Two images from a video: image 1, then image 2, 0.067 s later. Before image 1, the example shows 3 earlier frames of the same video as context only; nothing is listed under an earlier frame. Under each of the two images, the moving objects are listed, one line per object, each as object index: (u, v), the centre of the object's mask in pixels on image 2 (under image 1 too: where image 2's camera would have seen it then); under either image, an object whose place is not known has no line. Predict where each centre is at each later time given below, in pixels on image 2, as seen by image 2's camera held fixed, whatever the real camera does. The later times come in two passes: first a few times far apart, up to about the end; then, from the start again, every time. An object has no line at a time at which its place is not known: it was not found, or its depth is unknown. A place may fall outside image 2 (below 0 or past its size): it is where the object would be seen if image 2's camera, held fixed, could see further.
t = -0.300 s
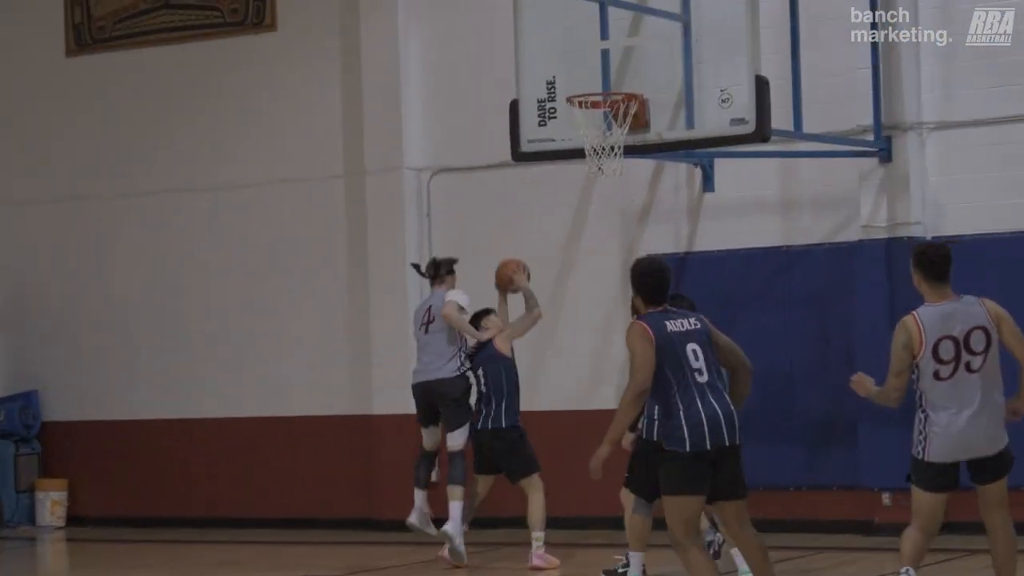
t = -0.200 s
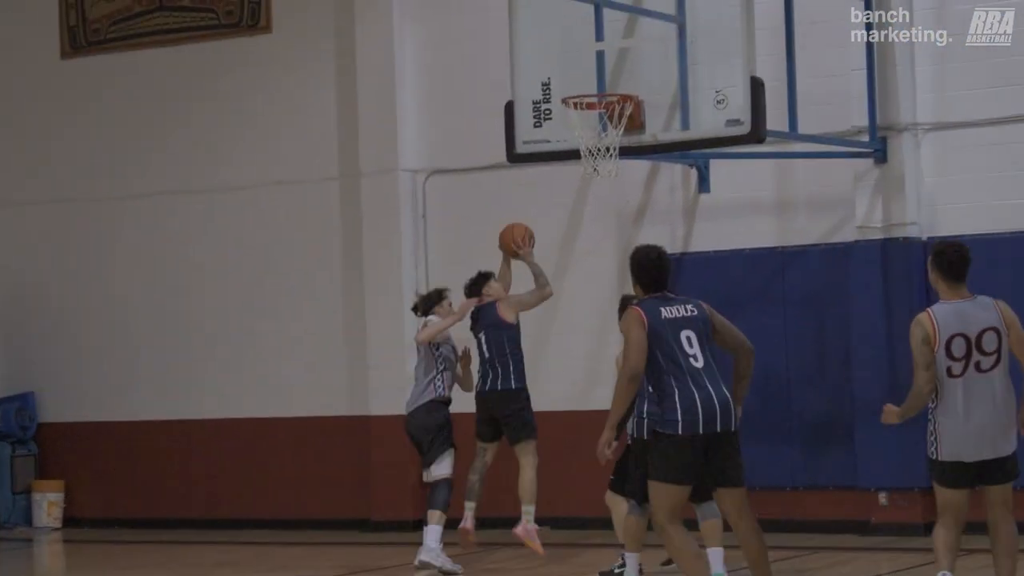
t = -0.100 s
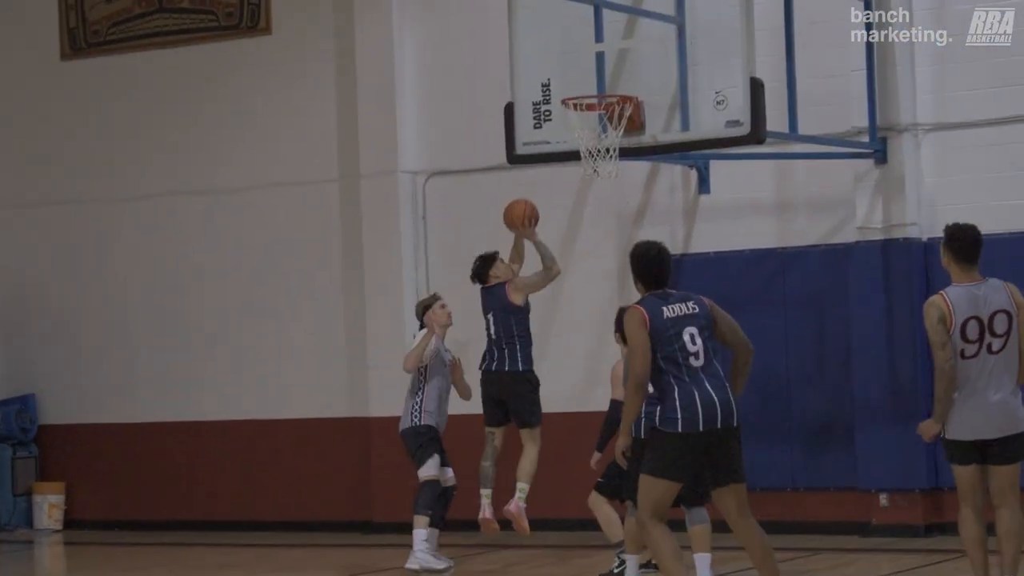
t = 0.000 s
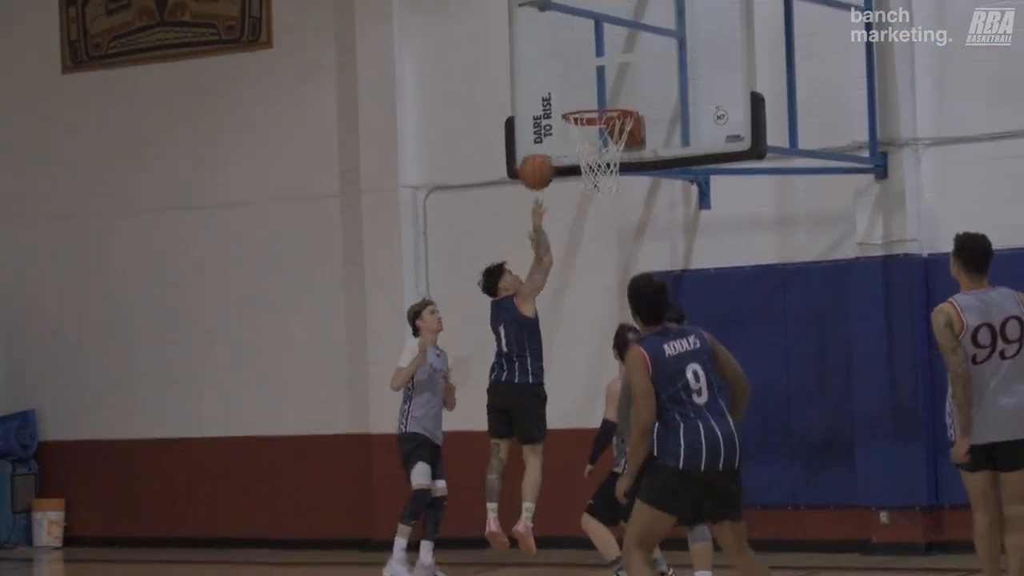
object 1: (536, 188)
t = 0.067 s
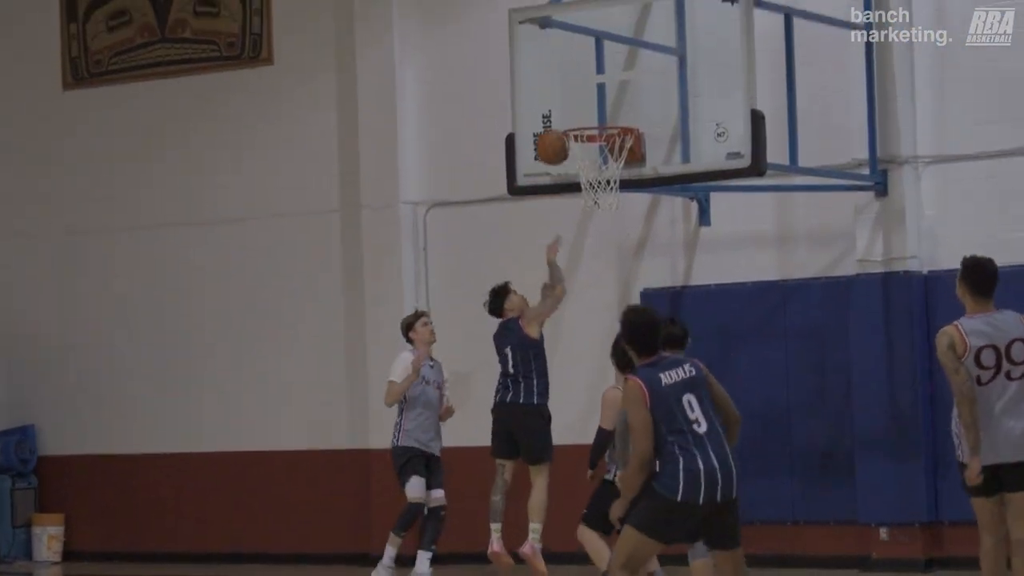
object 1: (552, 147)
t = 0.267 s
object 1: (578, 83)
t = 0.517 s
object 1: (585, 109)
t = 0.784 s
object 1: (596, 223)
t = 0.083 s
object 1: (554, 138)
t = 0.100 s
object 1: (559, 128)
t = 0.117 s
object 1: (564, 120)
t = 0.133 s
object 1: (568, 112)
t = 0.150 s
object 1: (572, 105)
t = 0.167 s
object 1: (576, 99)
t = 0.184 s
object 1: (576, 95)
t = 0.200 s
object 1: (576, 92)
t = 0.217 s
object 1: (577, 89)
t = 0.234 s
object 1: (577, 87)
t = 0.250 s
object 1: (577, 85)
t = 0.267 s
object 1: (578, 83)
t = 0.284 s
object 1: (578, 82)
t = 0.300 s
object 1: (579, 81)
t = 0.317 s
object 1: (579, 81)
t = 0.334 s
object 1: (579, 81)
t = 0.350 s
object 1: (580, 82)
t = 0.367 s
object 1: (580, 83)
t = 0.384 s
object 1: (581, 84)
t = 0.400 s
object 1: (581, 86)
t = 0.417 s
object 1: (582, 88)
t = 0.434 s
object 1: (582, 90)
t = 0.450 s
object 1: (583, 93)
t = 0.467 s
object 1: (583, 97)
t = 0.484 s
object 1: (584, 100)
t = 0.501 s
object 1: (584, 104)
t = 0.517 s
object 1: (585, 109)
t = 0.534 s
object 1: (586, 114)
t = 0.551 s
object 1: (587, 117)
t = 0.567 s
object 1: (587, 120)
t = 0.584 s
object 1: (586, 132)
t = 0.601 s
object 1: (587, 140)
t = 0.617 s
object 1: (588, 148)
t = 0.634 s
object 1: (590, 154)
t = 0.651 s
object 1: (591, 163)
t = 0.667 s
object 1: (592, 171)
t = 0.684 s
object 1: (593, 178)
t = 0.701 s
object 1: (593, 185)
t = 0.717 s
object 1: (594, 191)
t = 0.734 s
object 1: (595, 198)
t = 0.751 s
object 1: (595, 207)
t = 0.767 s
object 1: (595, 214)
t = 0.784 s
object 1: (596, 223)
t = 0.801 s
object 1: (596, 232)
